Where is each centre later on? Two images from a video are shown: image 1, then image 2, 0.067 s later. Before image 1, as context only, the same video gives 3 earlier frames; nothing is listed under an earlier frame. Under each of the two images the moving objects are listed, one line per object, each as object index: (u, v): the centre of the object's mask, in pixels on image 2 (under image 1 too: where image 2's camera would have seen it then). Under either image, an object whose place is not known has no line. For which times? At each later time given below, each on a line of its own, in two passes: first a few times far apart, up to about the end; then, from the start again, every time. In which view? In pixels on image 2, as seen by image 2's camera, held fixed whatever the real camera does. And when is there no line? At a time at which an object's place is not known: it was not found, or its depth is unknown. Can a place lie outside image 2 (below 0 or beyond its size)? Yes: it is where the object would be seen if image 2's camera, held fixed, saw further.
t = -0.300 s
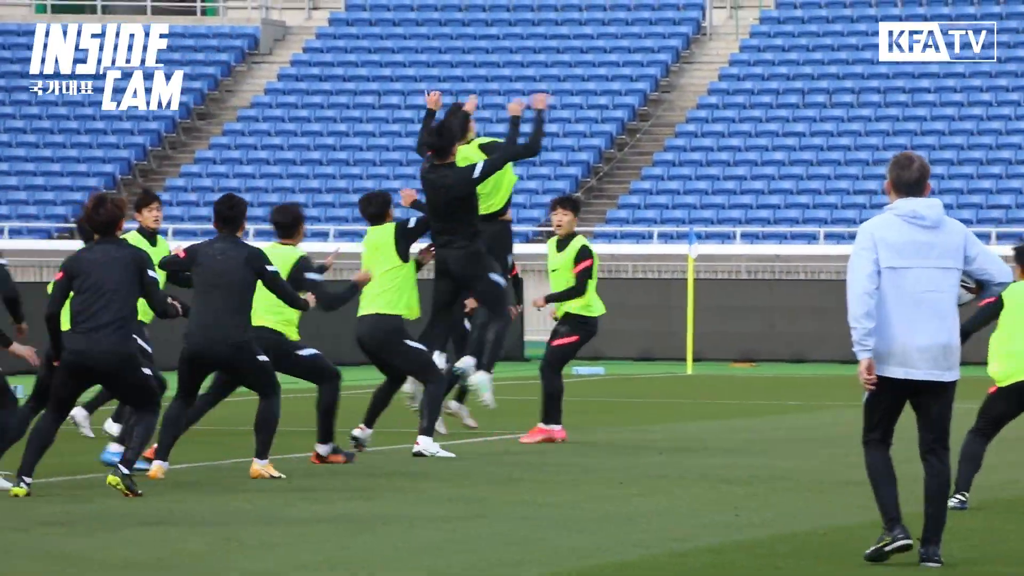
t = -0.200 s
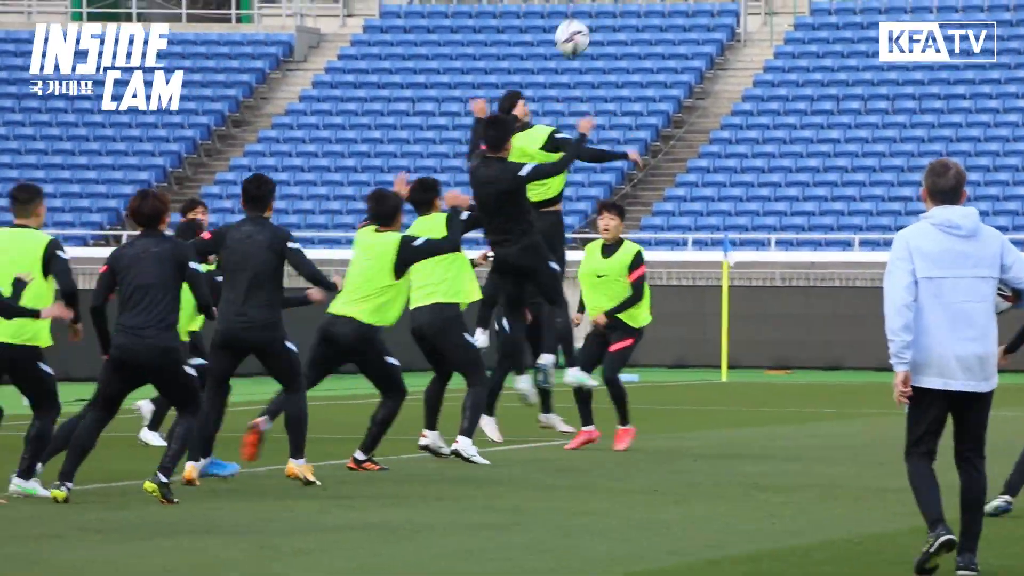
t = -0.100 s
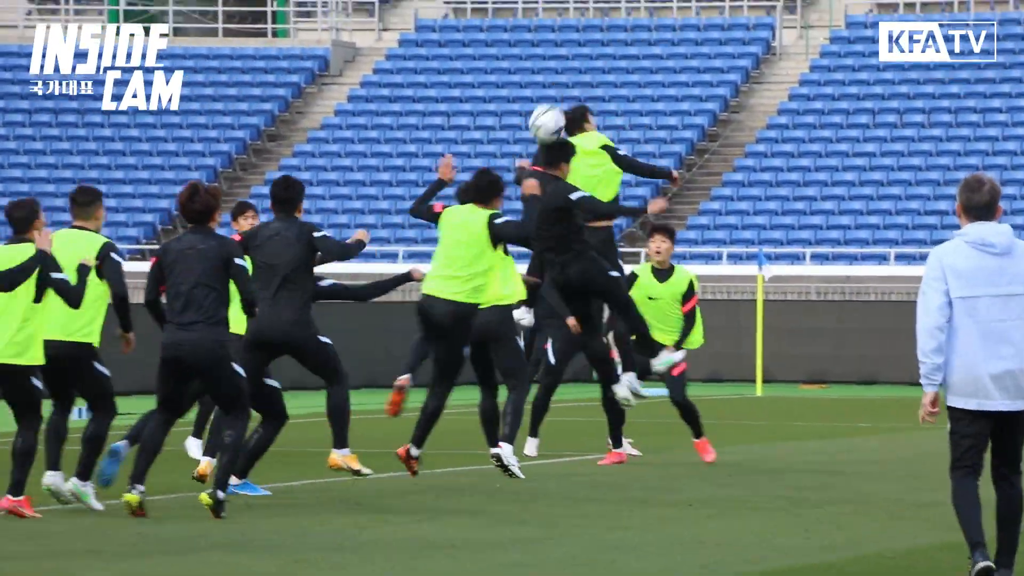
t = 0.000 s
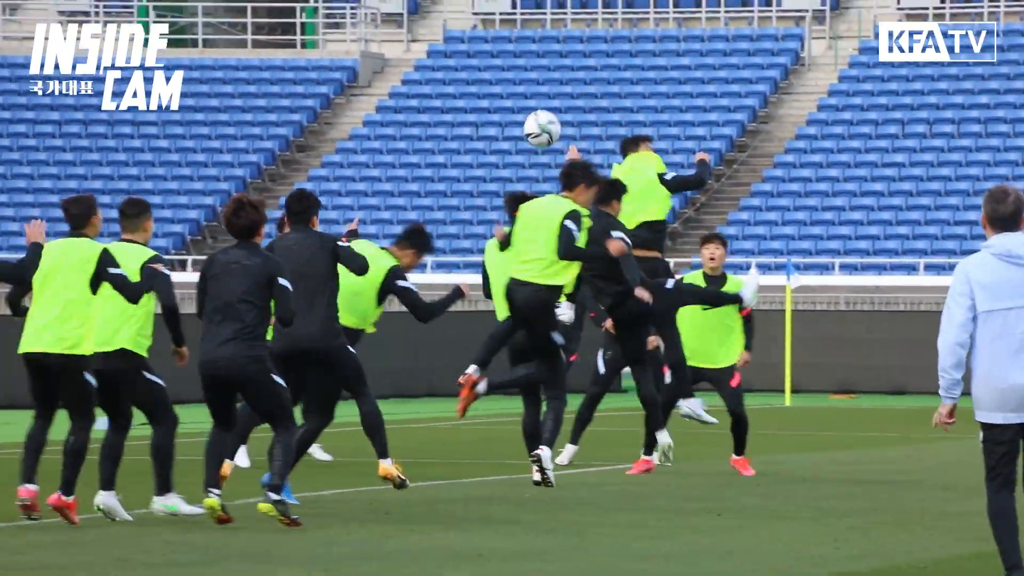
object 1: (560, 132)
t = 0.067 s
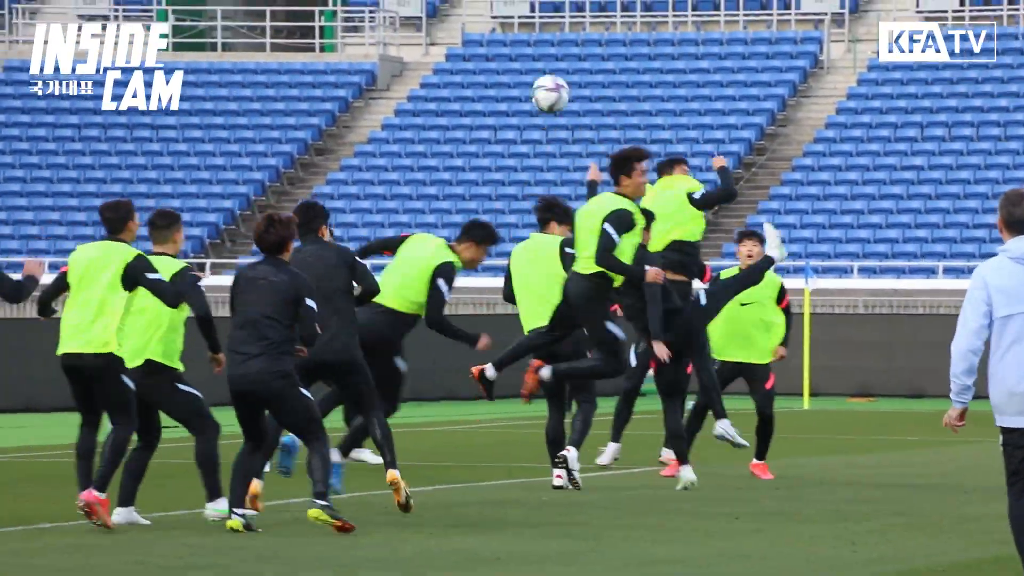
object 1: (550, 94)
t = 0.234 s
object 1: (514, 31)
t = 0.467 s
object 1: (439, 33)
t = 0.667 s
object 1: (345, 143)
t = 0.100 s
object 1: (545, 78)
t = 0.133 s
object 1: (538, 63)
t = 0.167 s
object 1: (531, 50)
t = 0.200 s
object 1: (523, 40)
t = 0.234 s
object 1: (514, 31)
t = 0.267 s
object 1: (506, 24)
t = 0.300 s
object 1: (496, 19)
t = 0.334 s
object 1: (486, 18)
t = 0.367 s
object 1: (475, 18)
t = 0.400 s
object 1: (464, 20)
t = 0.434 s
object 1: (451, 25)
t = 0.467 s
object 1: (439, 33)
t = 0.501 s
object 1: (424, 44)
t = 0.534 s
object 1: (410, 57)
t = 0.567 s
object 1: (396, 73)
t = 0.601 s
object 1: (379, 93)
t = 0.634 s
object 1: (361, 117)
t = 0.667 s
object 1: (345, 143)
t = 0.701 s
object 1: (327, 173)
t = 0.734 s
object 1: (307, 207)
